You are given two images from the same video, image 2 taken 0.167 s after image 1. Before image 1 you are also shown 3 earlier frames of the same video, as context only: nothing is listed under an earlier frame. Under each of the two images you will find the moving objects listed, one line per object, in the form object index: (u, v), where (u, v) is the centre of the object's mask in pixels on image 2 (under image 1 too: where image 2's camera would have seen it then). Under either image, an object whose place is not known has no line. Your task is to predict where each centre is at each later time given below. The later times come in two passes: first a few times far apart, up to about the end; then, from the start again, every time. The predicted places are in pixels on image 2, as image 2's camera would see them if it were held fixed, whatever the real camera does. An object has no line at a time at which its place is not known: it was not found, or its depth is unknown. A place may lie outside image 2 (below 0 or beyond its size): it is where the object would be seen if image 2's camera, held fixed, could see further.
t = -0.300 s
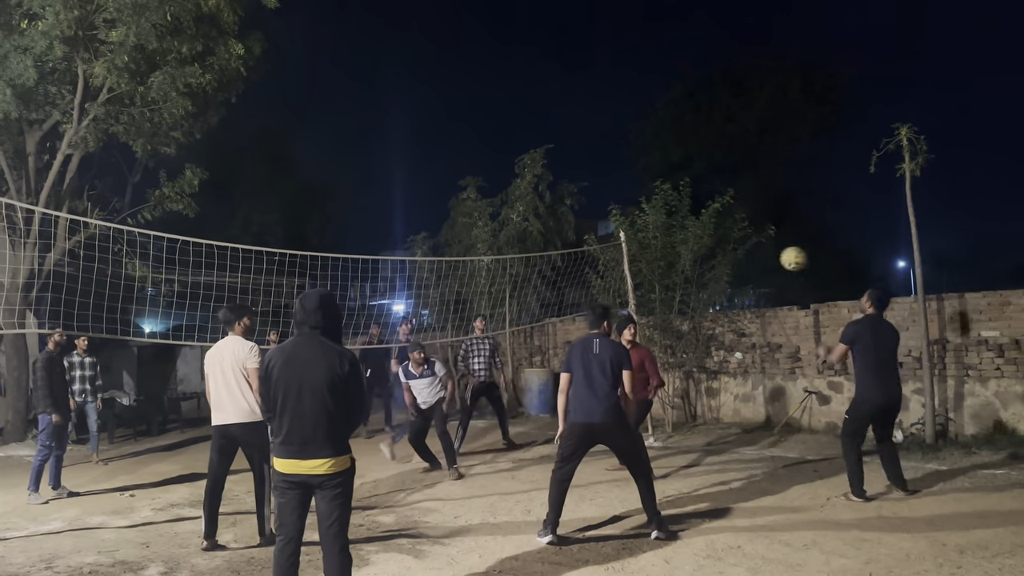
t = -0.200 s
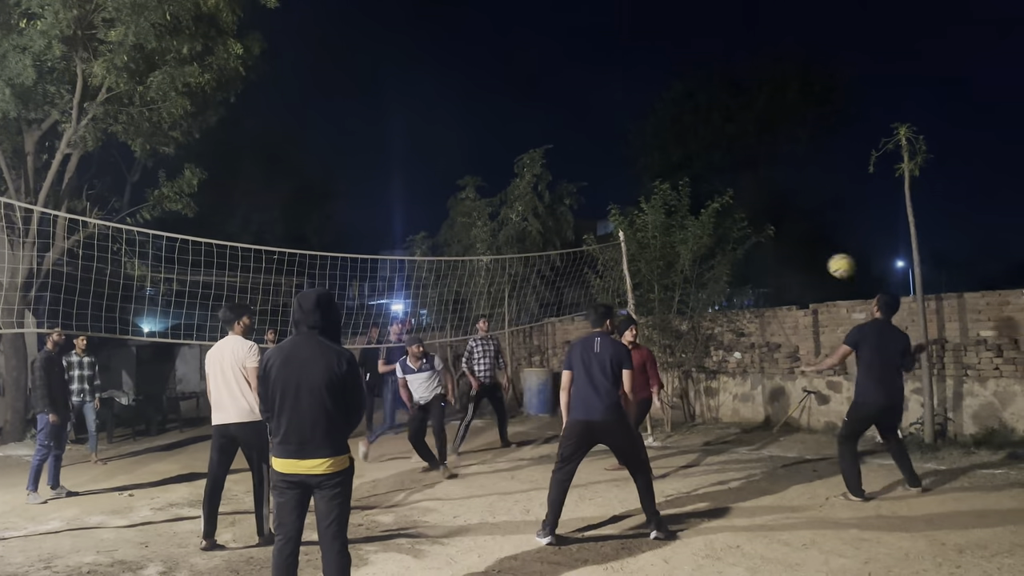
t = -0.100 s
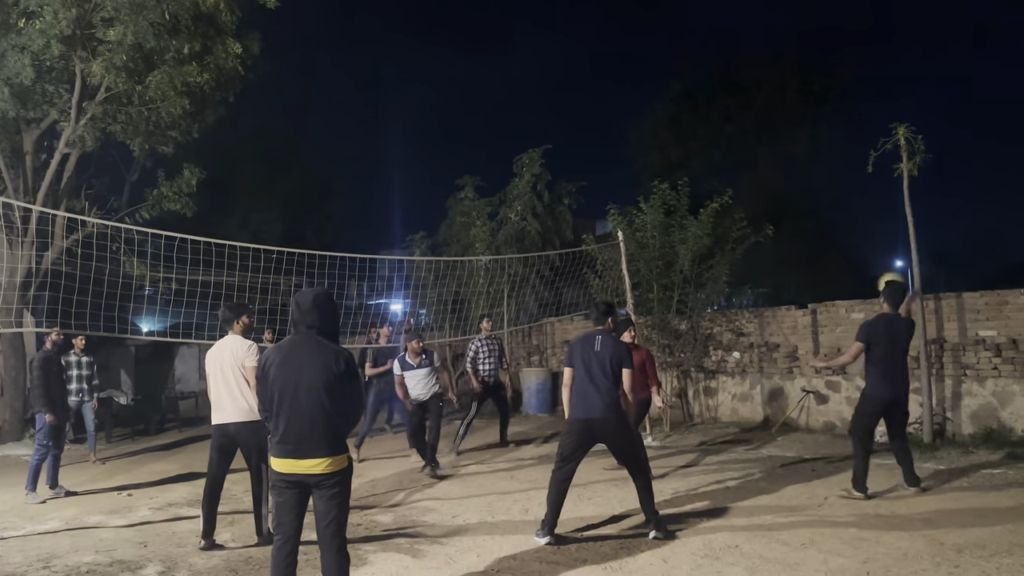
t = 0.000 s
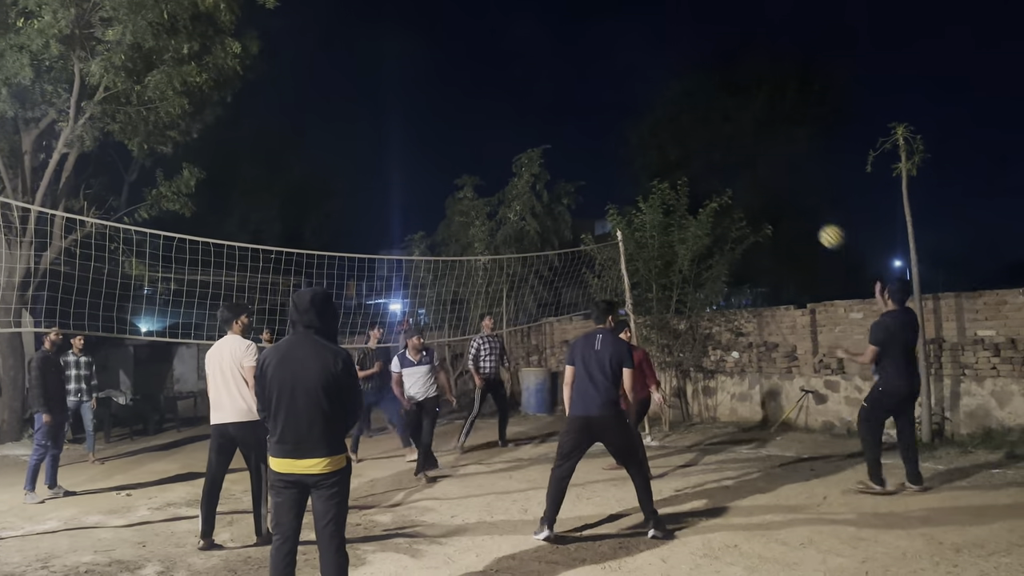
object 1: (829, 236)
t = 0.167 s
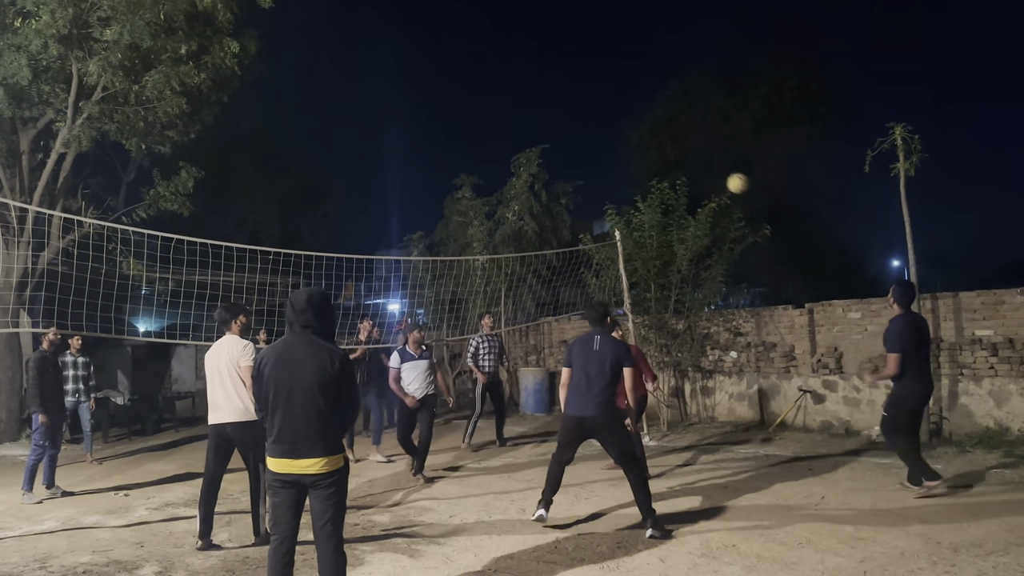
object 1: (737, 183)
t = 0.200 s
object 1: (721, 177)
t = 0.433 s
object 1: (636, 164)
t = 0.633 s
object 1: (584, 185)
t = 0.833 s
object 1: (544, 225)
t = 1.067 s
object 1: (507, 292)
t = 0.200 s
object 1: (721, 177)
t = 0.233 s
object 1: (707, 172)
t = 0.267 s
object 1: (694, 168)
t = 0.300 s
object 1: (681, 165)
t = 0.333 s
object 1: (669, 163)
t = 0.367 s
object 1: (657, 163)
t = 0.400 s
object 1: (646, 163)
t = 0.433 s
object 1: (636, 164)
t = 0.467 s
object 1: (626, 165)
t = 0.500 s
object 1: (617, 168)
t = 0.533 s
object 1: (608, 172)
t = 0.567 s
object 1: (600, 175)
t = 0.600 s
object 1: (592, 180)
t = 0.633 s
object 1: (584, 185)
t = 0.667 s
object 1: (577, 190)
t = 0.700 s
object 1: (569, 196)
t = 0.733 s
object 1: (563, 203)
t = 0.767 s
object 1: (556, 210)
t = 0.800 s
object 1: (550, 218)
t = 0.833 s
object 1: (544, 225)
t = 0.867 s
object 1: (538, 234)
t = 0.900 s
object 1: (533, 243)
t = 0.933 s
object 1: (527, 251)
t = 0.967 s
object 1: (522, 261)
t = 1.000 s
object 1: (517, 271)
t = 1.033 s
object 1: (512, 281)
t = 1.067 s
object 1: (507, 292)
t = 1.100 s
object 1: (504, 303)
